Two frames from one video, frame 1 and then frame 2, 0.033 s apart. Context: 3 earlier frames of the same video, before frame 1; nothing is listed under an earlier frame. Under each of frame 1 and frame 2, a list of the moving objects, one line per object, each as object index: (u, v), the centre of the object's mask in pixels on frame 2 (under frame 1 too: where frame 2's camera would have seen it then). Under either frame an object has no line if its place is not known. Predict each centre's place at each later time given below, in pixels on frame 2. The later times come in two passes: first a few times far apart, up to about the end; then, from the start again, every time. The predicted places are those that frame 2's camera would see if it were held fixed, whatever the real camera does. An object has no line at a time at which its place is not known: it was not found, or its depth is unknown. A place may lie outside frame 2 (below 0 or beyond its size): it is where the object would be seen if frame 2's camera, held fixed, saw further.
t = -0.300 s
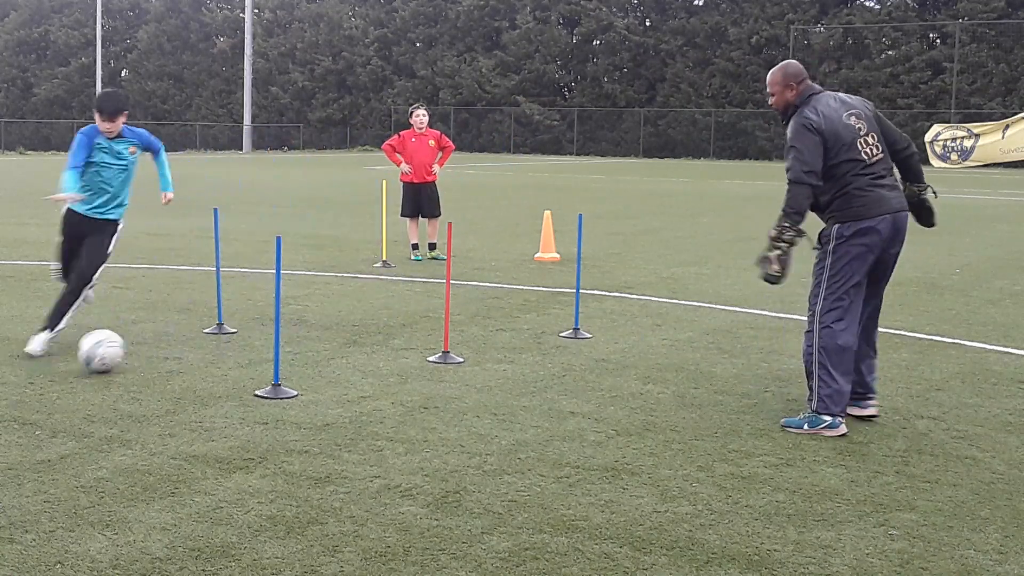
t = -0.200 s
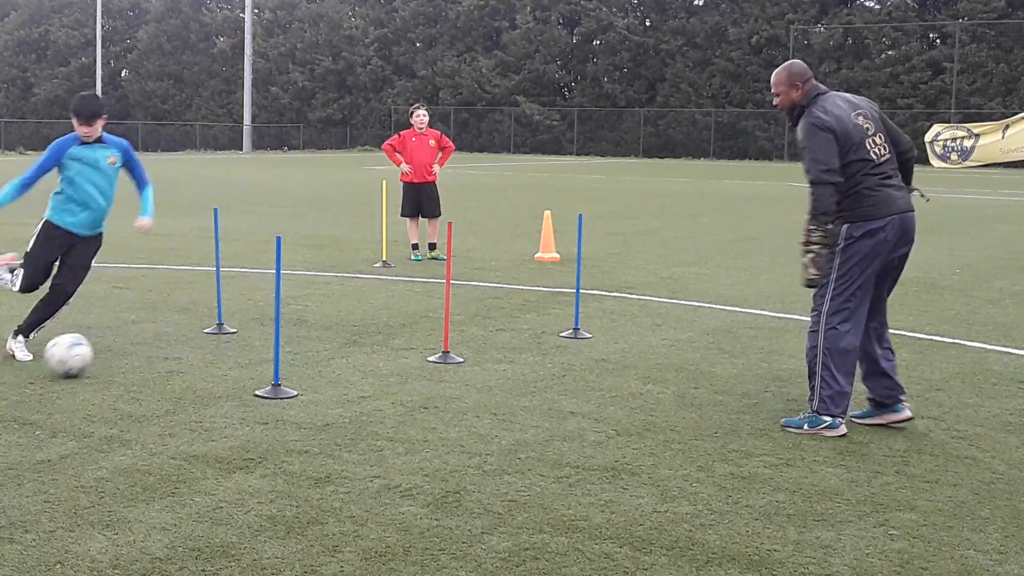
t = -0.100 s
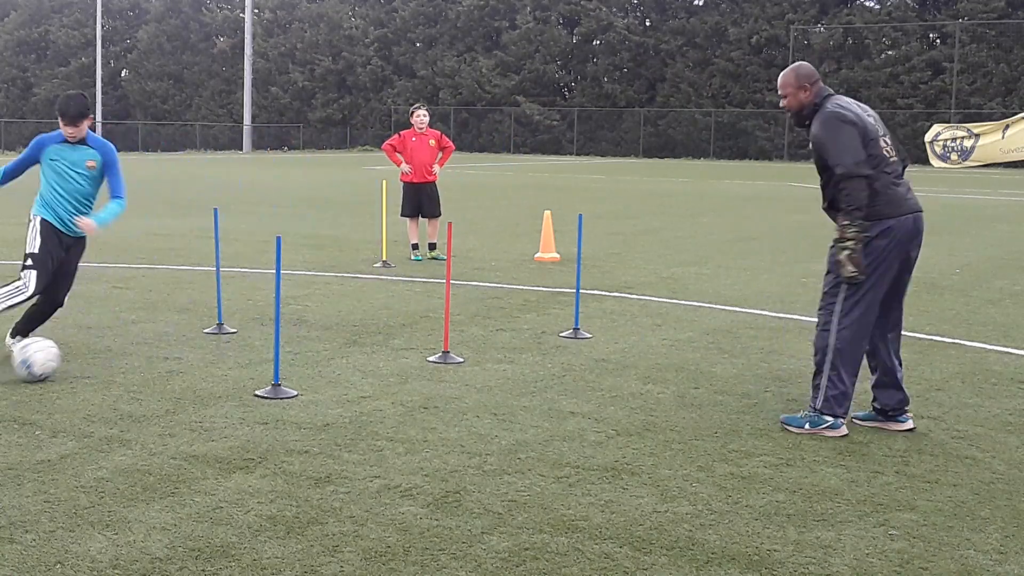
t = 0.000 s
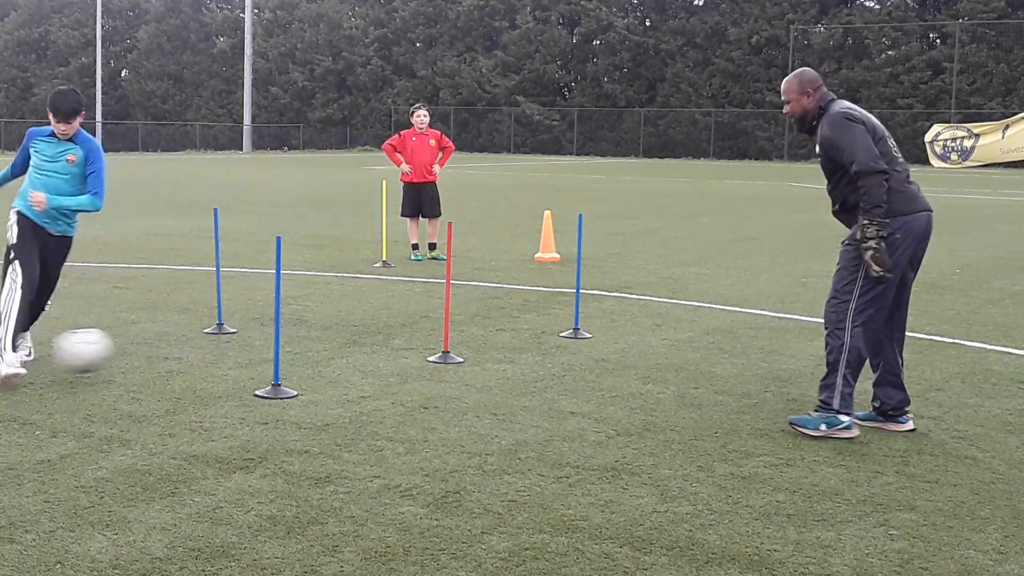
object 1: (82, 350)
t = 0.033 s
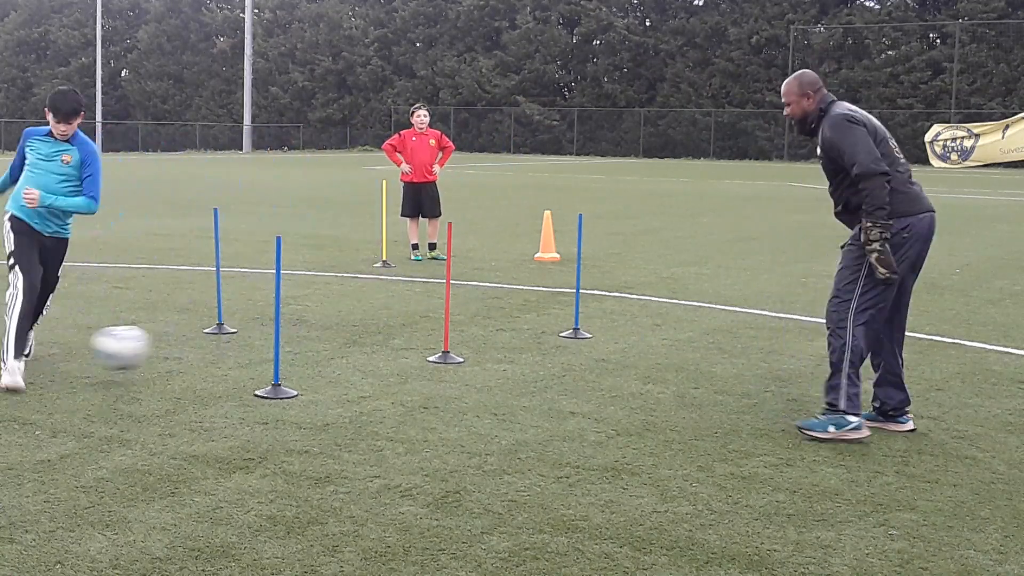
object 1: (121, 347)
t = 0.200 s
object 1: (310, 363)
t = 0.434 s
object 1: (535, 369)
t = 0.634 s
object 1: (691, 373)
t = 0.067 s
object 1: (159, 346)
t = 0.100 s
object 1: (197, 347)
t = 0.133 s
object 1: (235, 349)
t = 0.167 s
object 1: (273, 354)
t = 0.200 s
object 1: (310, 363)
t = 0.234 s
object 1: (345, 366)
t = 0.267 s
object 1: (377, 364)
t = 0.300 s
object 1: (409, 361)
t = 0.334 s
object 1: (442, 360)
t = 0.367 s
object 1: (474, 362)
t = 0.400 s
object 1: (505, 369)
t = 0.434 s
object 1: (535, 369)
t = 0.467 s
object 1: (562, 365)
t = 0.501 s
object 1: (589, 364)
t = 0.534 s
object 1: (615, 365)
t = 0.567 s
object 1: (643, 370)
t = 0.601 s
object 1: (668, 373)
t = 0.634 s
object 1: (691, 373)
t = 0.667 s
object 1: (714, 370)
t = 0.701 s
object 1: (736, 370)
